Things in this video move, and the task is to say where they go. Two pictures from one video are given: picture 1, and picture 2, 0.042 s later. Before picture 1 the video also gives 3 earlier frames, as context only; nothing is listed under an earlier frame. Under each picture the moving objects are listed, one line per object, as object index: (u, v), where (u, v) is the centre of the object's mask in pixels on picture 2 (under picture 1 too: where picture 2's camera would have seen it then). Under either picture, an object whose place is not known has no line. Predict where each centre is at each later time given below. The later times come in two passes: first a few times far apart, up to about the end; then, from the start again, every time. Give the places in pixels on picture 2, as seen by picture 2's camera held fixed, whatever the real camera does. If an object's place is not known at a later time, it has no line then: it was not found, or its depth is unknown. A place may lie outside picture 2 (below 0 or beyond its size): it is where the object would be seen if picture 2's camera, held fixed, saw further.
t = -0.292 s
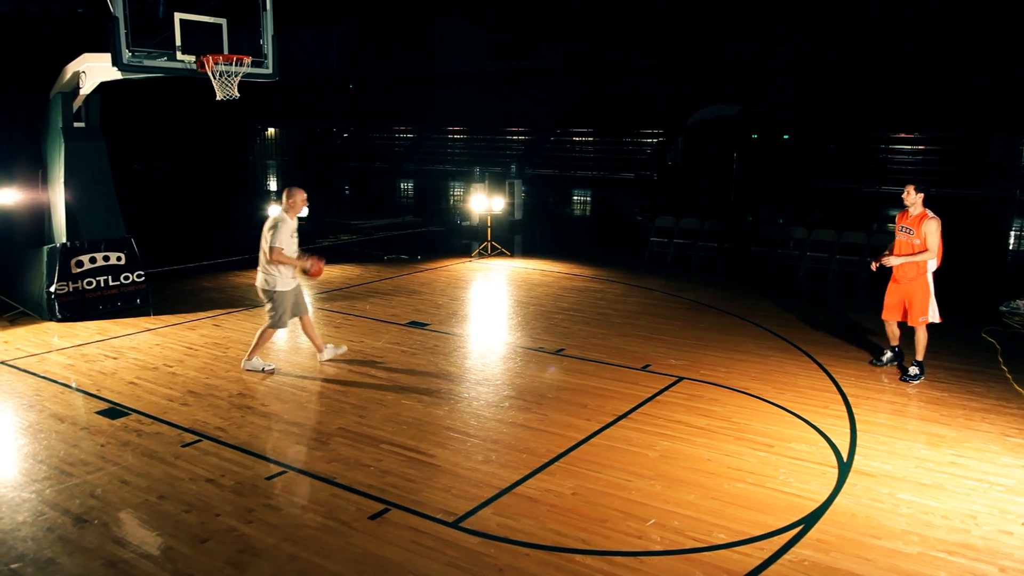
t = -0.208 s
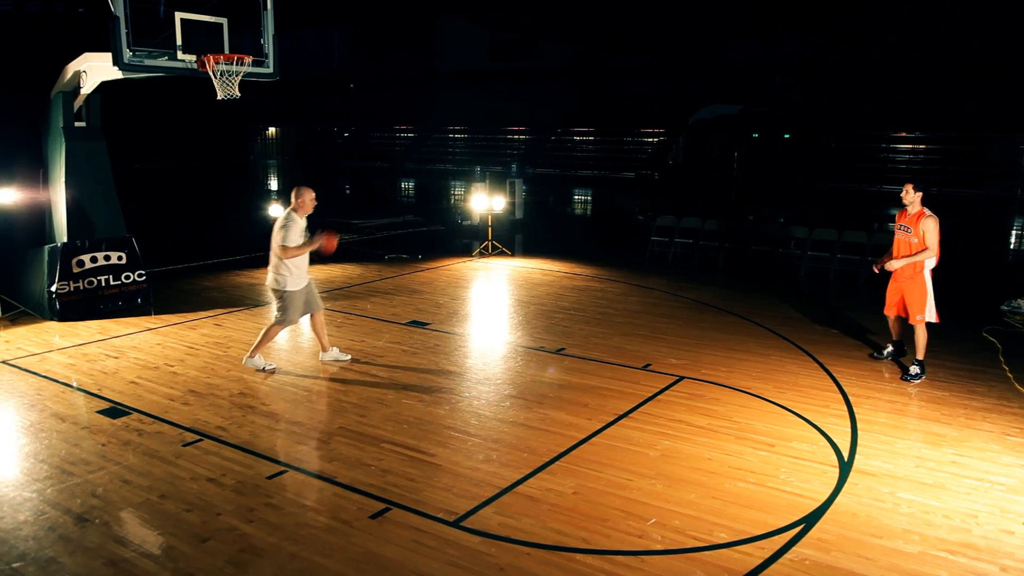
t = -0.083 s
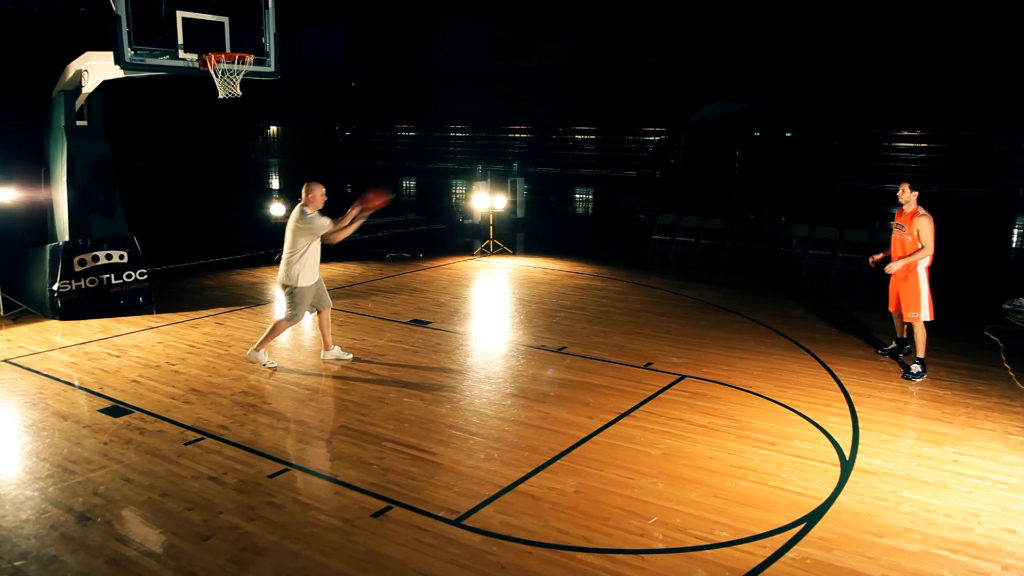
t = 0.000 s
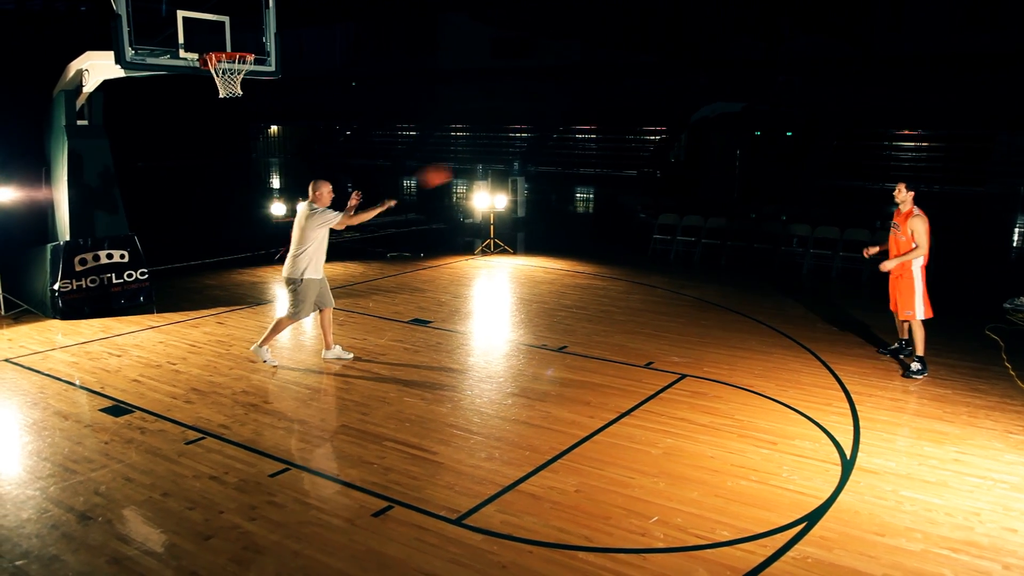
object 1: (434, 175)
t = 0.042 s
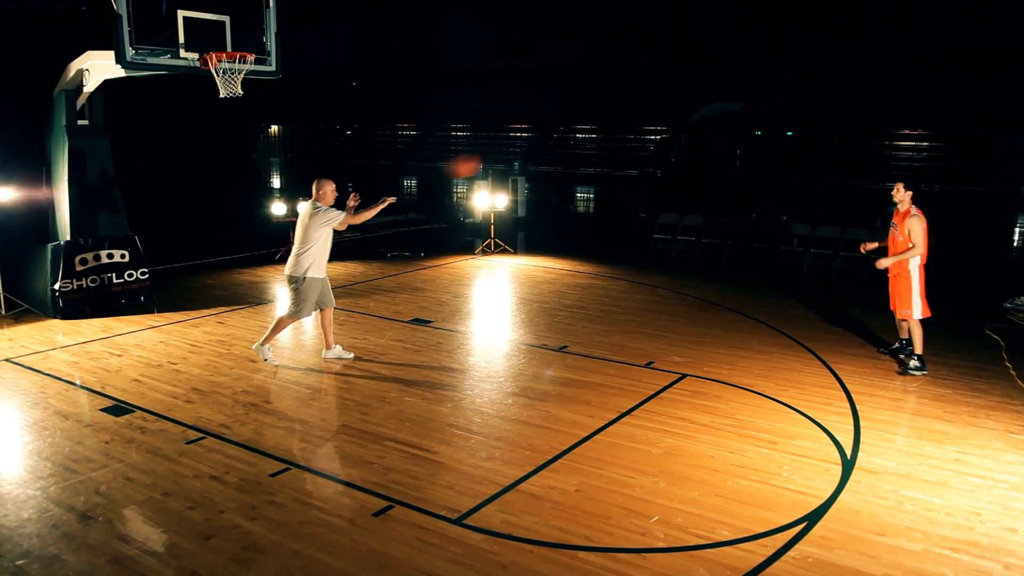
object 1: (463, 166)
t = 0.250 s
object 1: (605, 148)
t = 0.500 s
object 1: (755, 180)
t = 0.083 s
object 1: (494, 159)
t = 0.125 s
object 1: (522, 154)
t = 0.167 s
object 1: (549, 150)
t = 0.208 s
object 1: (576, 148)
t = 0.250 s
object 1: (605, 148)
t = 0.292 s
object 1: (631, 149)
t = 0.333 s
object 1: (657, 153)
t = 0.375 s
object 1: (682, 158)
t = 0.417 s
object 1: (708, 164)
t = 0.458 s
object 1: (732, 172)
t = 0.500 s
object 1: (755, 180)
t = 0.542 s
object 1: (779, 191)
